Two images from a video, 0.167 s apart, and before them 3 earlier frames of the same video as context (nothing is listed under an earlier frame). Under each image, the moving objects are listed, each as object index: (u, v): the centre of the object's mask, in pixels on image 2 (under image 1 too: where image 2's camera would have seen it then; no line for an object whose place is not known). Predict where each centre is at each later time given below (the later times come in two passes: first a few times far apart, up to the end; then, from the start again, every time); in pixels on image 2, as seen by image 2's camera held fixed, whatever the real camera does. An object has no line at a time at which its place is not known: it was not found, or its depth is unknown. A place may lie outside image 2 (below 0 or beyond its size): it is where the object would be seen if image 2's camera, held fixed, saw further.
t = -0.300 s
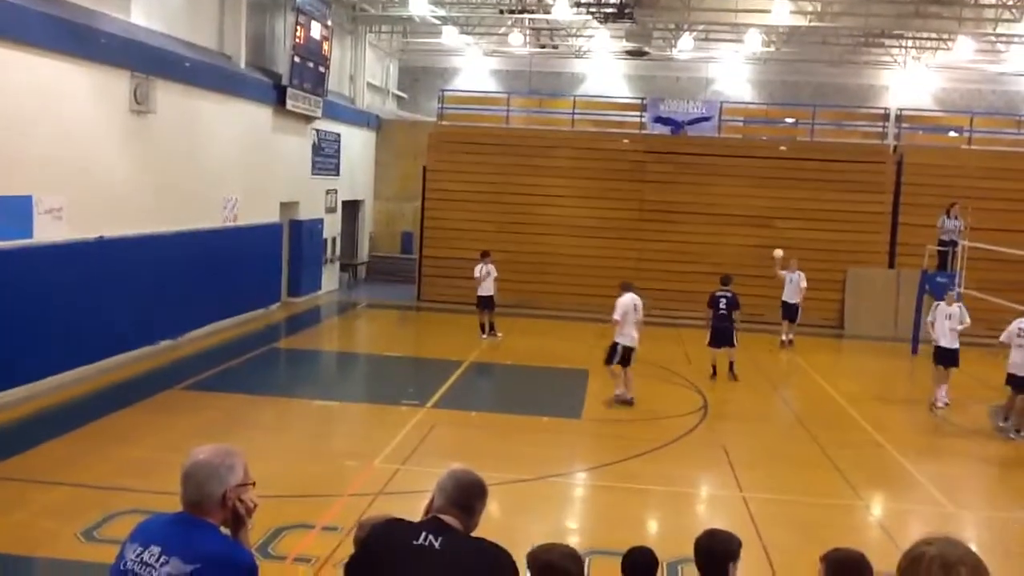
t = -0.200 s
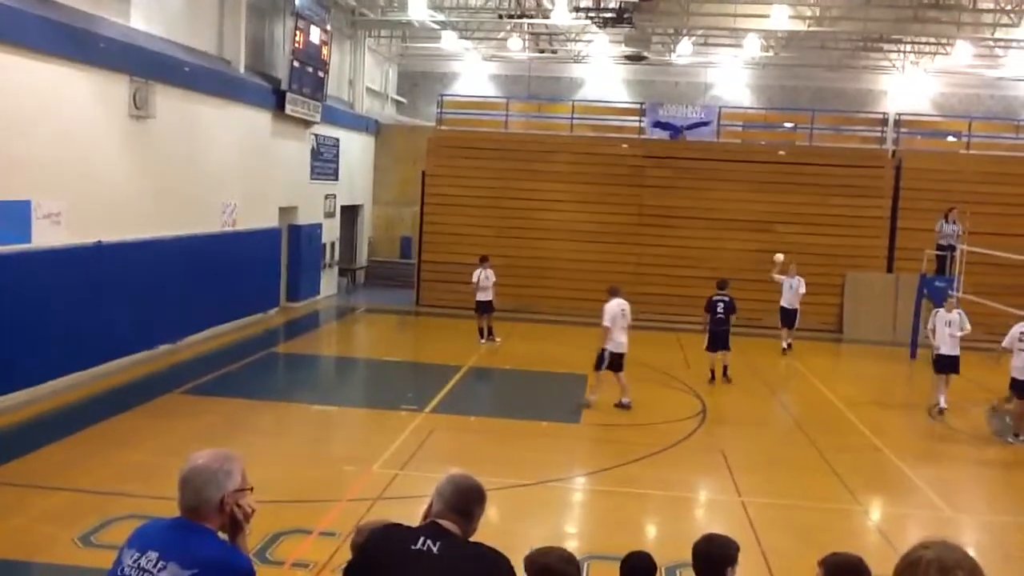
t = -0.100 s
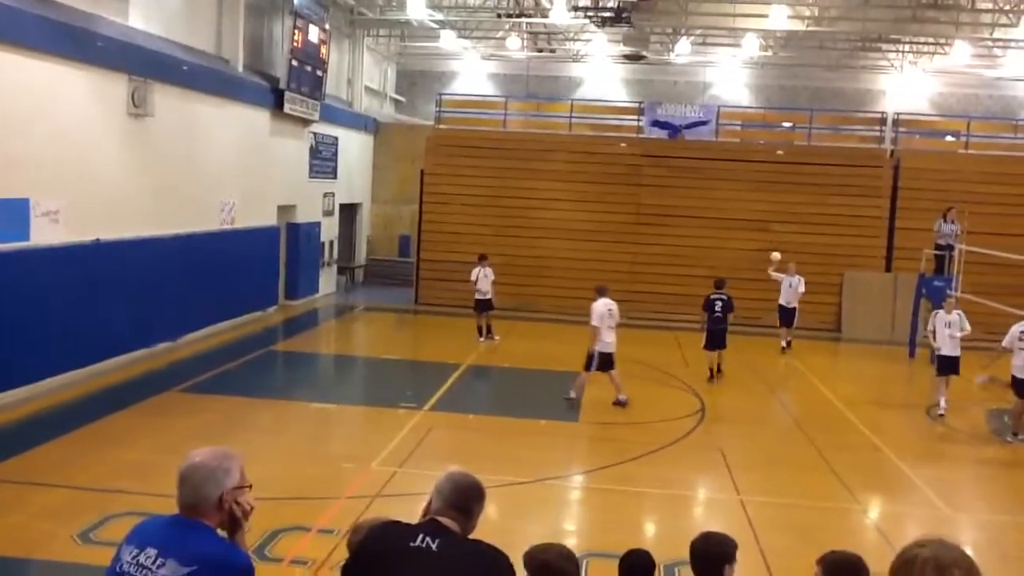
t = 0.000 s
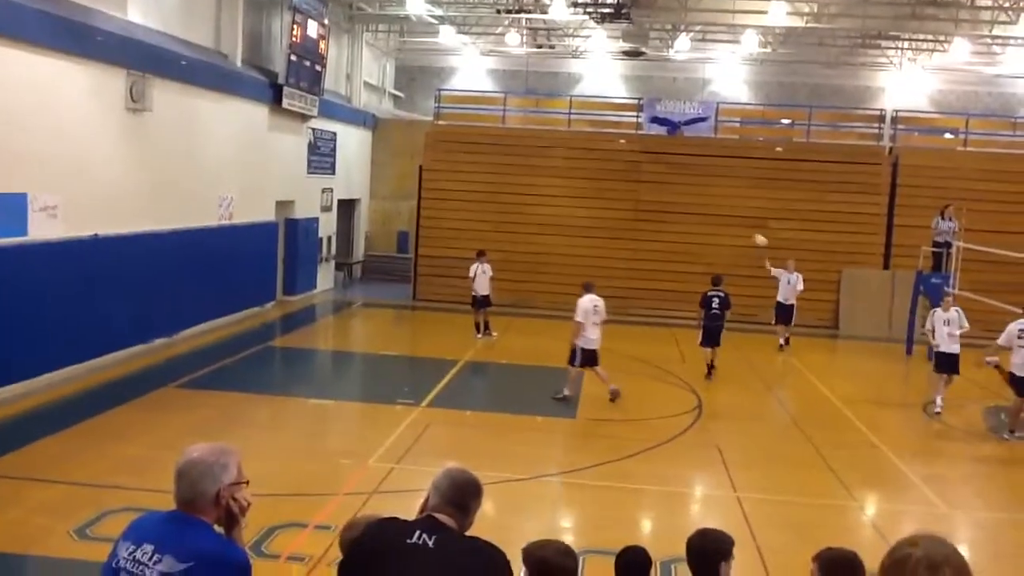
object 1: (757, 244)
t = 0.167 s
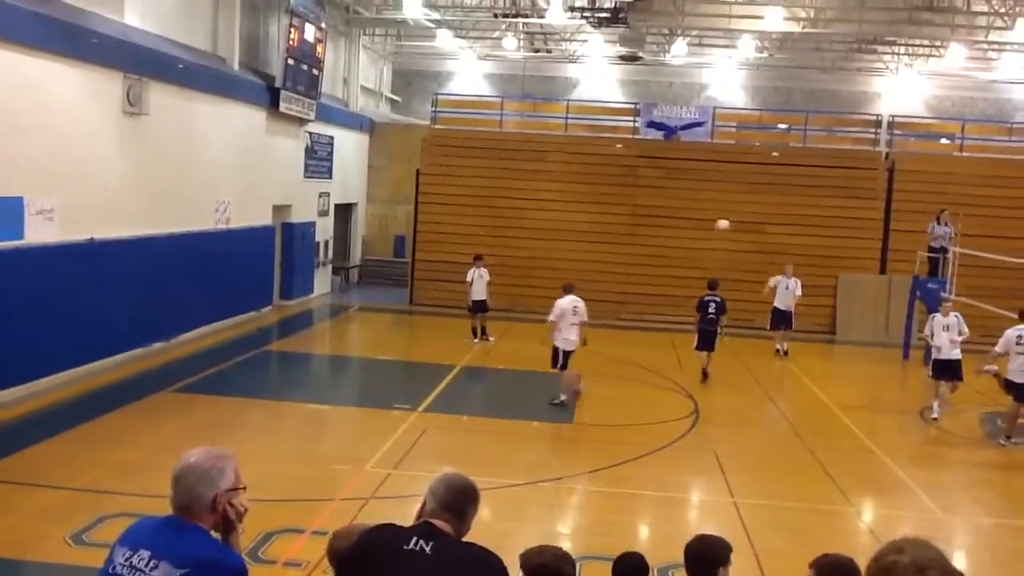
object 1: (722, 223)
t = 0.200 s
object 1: (716, 221)
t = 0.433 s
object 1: (661, 215)
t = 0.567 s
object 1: (624, 226)
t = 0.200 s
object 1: (716, 221)
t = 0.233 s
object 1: (708, 218)
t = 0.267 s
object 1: (701, 216)
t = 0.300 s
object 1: (694, 215)
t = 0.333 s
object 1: (686, 214)
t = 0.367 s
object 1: (678, 214)
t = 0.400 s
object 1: (669, 214)
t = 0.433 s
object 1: (661, 215)
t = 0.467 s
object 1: (652, 217)
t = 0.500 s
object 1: (642, 219)
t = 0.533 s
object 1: (634, 222)
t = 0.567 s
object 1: (624, 226)
